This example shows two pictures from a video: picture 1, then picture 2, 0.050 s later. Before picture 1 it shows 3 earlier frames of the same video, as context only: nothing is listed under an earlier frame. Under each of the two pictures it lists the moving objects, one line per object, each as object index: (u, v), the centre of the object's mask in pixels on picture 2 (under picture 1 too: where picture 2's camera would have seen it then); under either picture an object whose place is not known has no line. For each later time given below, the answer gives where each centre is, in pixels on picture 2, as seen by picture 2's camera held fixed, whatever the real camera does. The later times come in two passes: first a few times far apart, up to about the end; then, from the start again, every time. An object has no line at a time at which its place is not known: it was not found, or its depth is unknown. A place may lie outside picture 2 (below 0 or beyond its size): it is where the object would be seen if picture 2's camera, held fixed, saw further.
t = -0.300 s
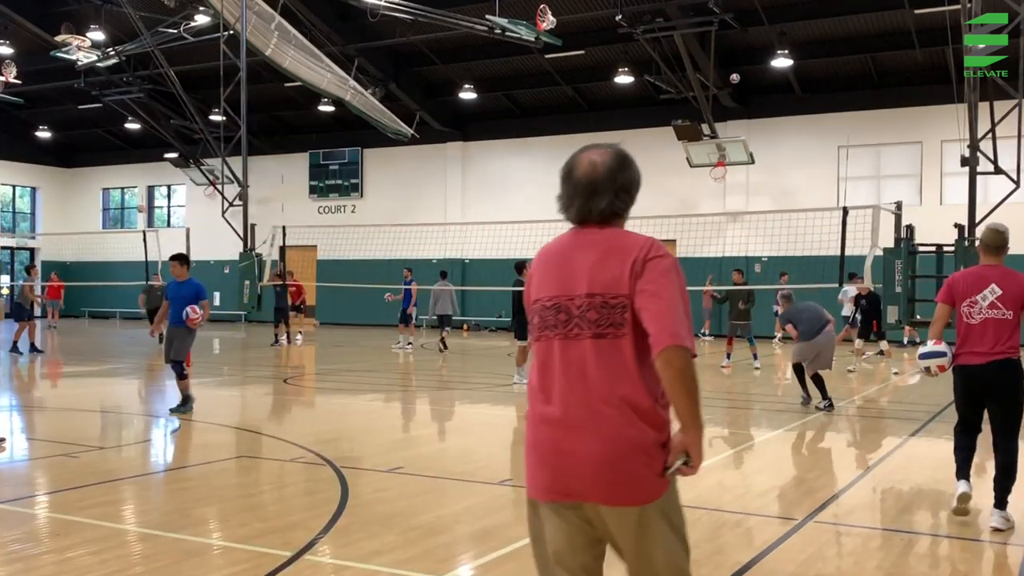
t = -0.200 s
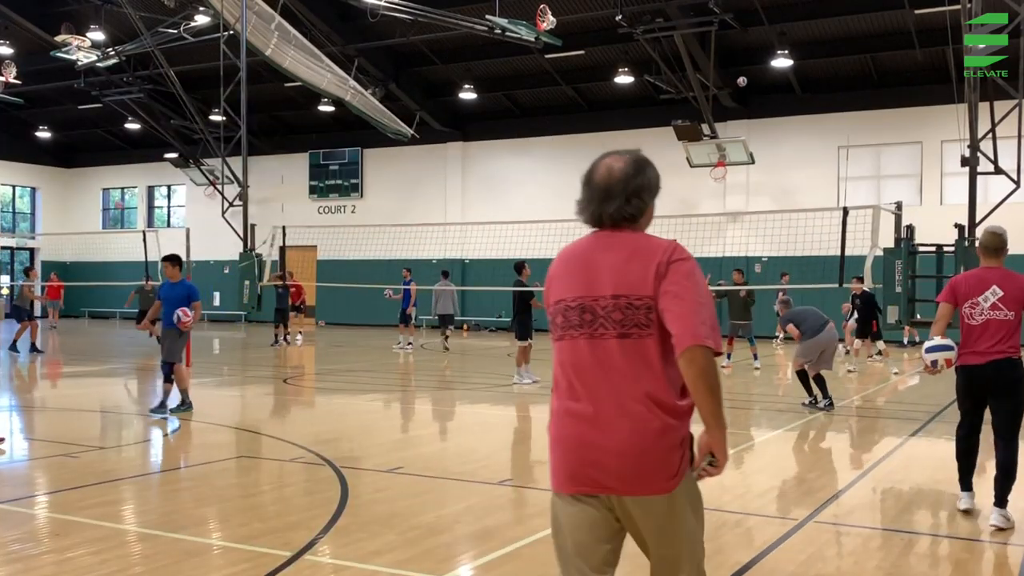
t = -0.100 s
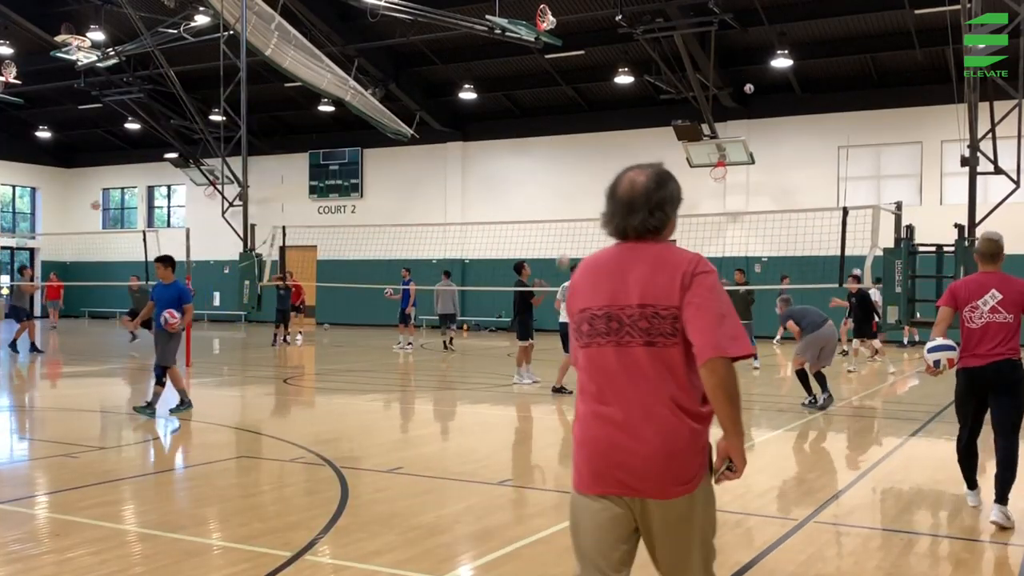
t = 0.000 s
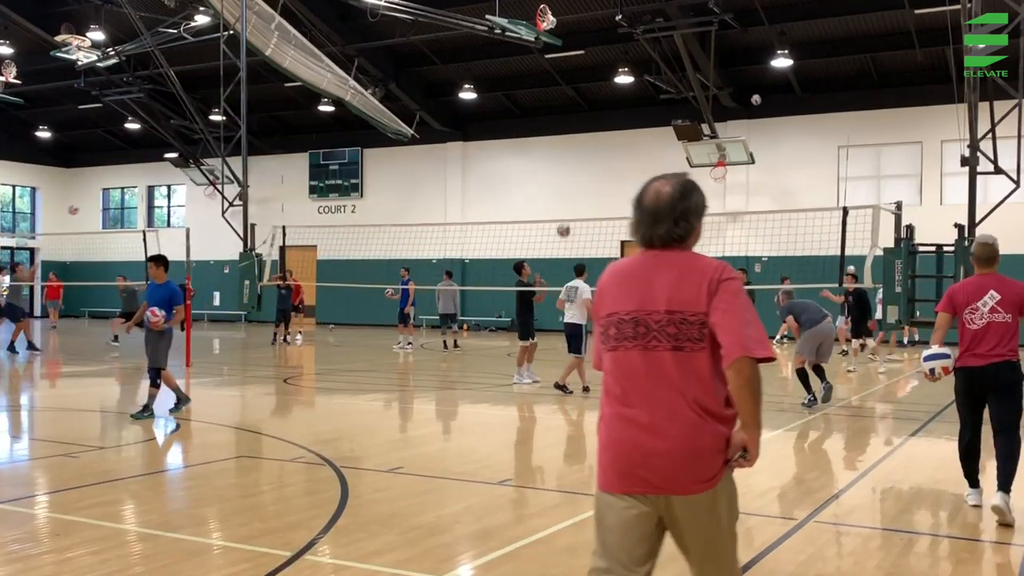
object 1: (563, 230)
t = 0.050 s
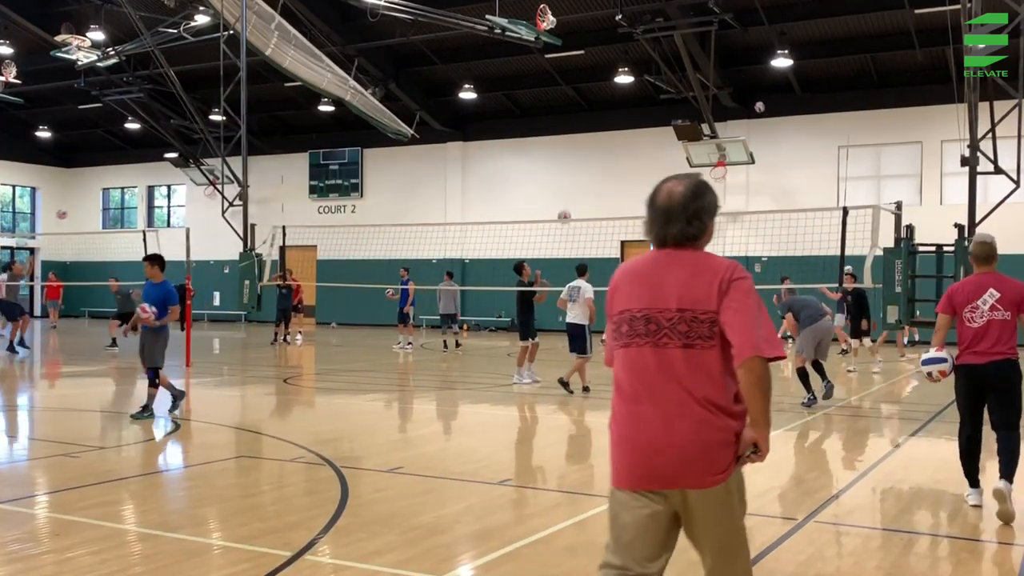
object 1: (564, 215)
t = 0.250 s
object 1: (567, 180)
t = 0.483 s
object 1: (570, 170)
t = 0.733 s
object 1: (572, 198)
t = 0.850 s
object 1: (573, 225)
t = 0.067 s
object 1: (564, 212)
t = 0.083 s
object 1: (564, 209)
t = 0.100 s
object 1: (565, 205)
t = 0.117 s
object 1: (565, 202)
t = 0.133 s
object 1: (565, 198)
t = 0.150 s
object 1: (565, 196)
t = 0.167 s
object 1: (566, 193)
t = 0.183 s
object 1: (566, 190)
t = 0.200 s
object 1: (566, 187)
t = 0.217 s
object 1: (566, 185)
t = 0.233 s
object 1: (566, 182)
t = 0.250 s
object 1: (567, 180)
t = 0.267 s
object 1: (567, 179)
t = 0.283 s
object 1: (567, 177)
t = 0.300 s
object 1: (567, 176)
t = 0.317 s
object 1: (568, 174)
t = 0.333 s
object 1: (568, 173)
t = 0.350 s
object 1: (568, 172)
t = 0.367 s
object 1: (569, 171)
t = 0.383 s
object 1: (569, 171)
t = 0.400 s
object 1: (569, 170)
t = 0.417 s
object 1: (569, 170)
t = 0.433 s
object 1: (569, 170)
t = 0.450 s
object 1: (569, 170)
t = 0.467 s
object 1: (570, 170)
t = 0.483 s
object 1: (570, 170)
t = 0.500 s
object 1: (570, 171)
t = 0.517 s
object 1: (570, 172)
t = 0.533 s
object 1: (570, 173)
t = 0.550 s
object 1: (570, 174)
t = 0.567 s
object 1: (571, 175)
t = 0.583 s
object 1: (571, 176)
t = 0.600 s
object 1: (571, 179)
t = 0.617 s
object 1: (572, 181)
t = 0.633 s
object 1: (571, 183)
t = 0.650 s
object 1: (571, 185)
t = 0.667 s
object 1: (572, 187)
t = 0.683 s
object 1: (572, 189)
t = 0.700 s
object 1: (572, 192)
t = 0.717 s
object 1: (572, 195)
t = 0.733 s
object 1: (572, 198)
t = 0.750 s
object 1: (572, 201)
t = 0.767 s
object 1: (572, 205)
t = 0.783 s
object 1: (572, 208)
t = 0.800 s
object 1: (573, 211)
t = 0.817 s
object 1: (573, 214)
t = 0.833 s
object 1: (573, 220)
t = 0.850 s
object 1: (573, 225)
